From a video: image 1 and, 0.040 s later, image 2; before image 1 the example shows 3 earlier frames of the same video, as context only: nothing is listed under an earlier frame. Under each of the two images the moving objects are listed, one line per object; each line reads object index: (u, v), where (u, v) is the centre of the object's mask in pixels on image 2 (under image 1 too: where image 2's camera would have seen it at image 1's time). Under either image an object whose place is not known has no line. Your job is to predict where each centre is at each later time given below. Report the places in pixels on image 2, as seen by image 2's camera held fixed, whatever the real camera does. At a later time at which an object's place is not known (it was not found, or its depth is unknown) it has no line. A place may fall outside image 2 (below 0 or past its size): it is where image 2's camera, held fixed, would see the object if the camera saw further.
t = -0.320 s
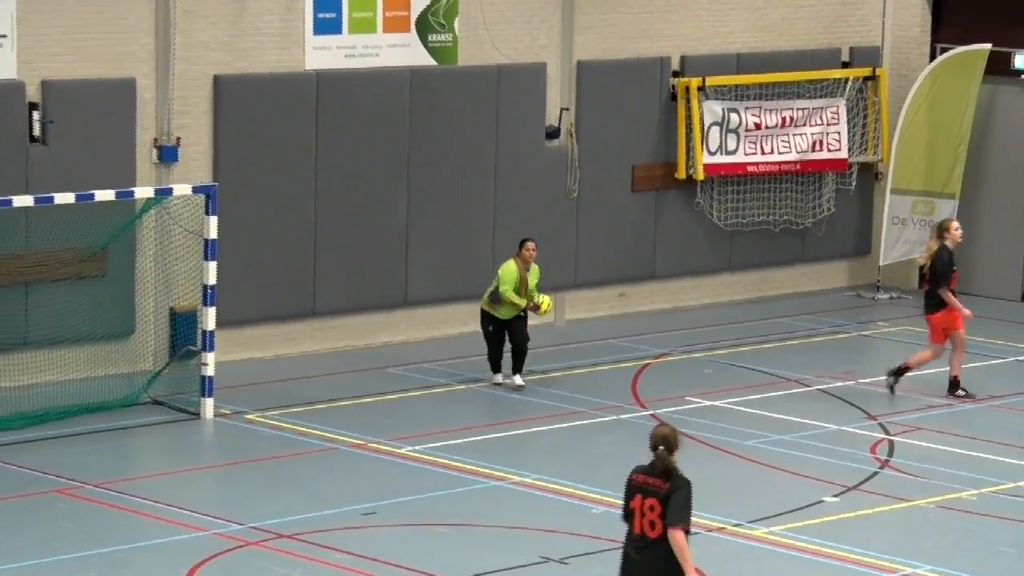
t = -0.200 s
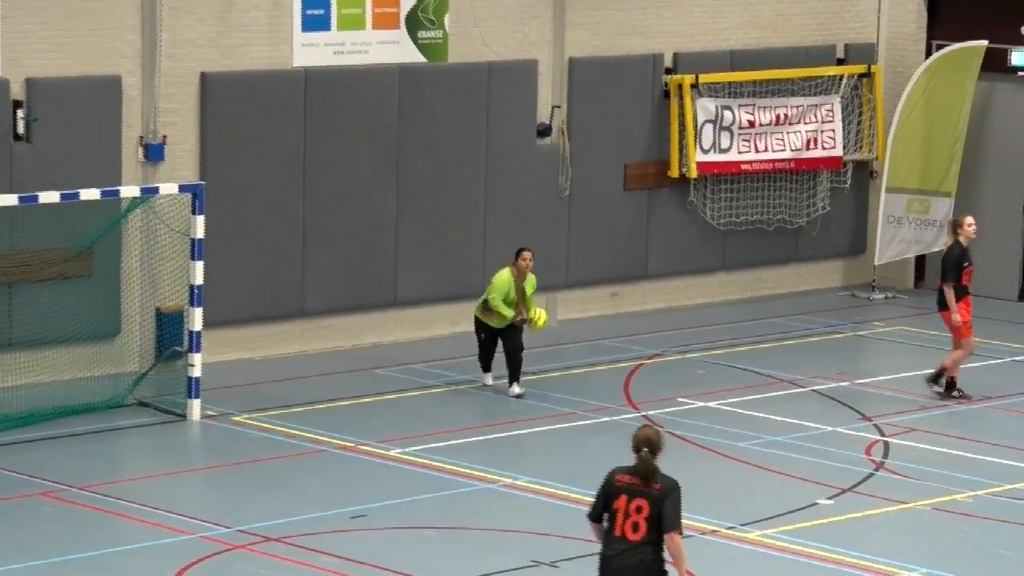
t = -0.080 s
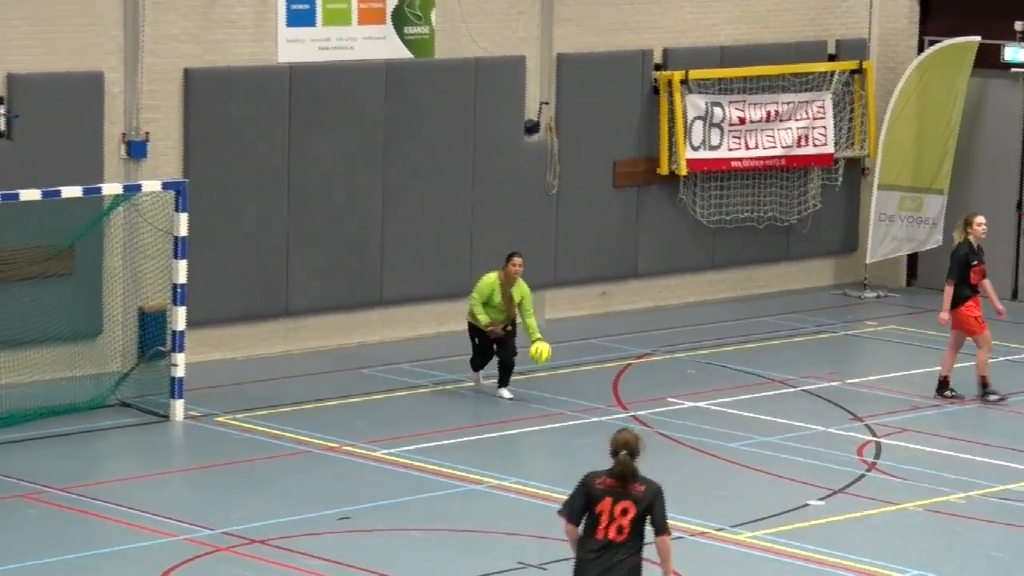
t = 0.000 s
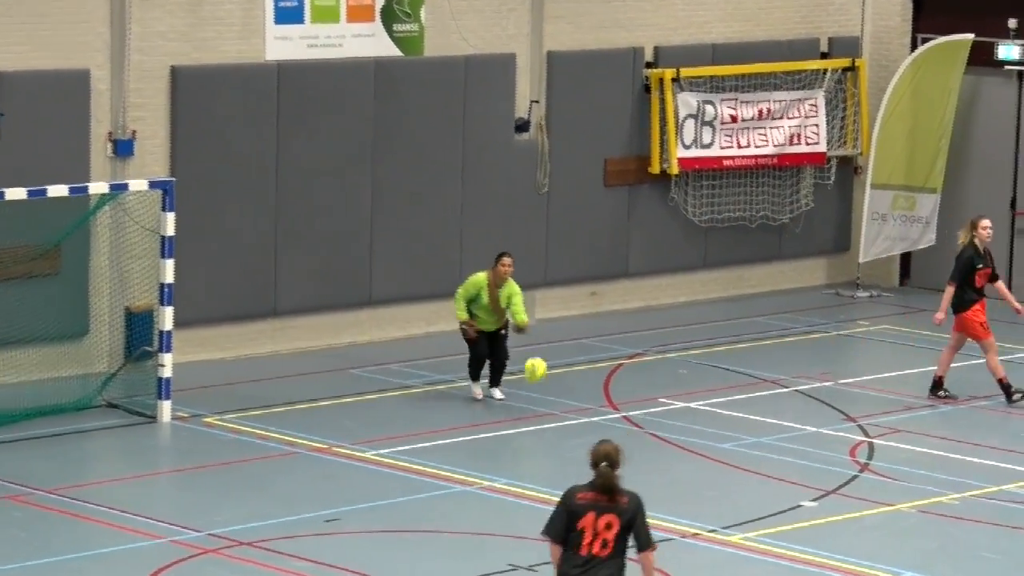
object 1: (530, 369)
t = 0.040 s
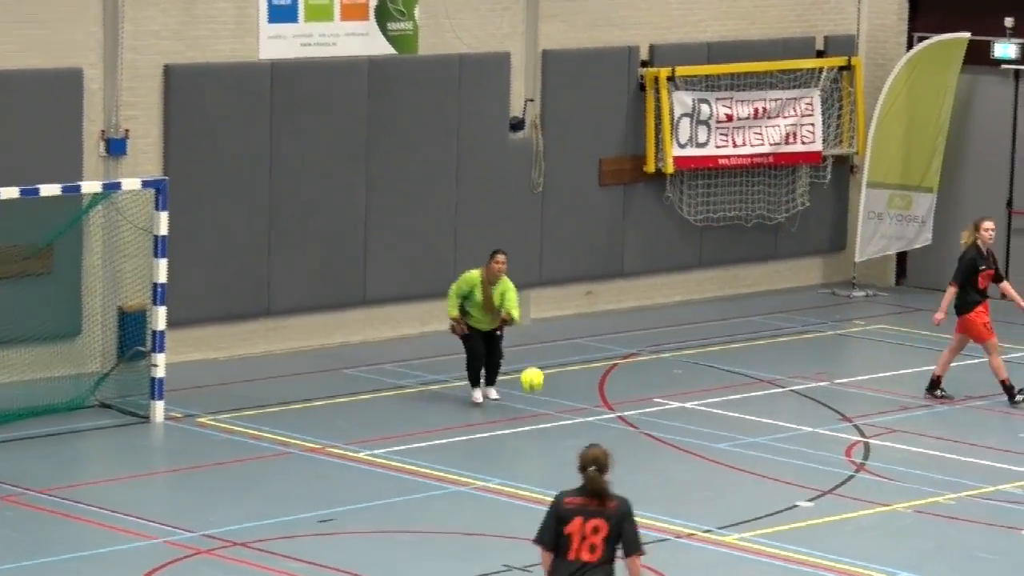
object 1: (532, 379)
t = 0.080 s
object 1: (534, 393)
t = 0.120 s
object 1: (535, 409)
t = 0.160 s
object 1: (537, 427)
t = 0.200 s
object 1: (540, 449)
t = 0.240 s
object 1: (540, 451)
